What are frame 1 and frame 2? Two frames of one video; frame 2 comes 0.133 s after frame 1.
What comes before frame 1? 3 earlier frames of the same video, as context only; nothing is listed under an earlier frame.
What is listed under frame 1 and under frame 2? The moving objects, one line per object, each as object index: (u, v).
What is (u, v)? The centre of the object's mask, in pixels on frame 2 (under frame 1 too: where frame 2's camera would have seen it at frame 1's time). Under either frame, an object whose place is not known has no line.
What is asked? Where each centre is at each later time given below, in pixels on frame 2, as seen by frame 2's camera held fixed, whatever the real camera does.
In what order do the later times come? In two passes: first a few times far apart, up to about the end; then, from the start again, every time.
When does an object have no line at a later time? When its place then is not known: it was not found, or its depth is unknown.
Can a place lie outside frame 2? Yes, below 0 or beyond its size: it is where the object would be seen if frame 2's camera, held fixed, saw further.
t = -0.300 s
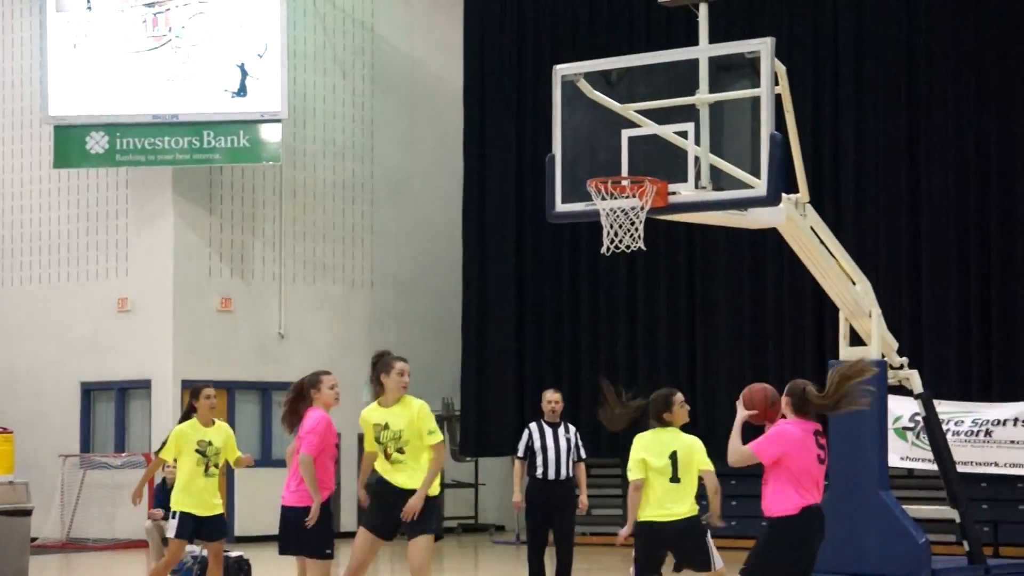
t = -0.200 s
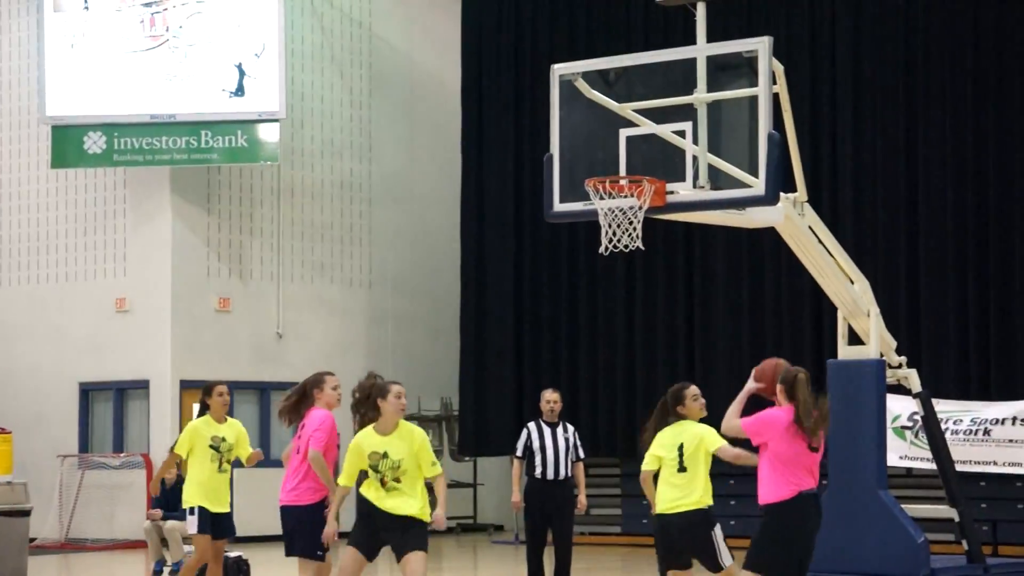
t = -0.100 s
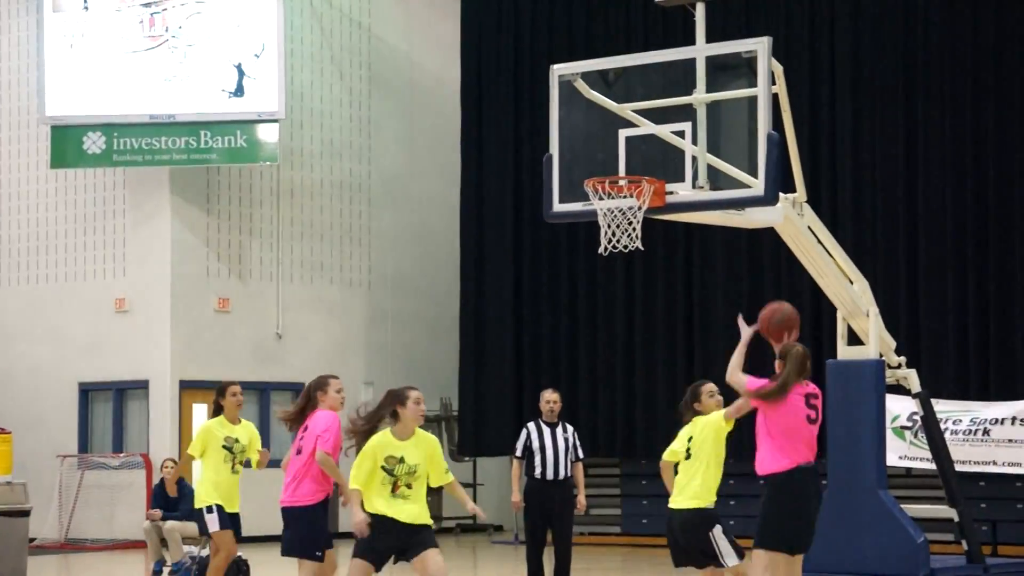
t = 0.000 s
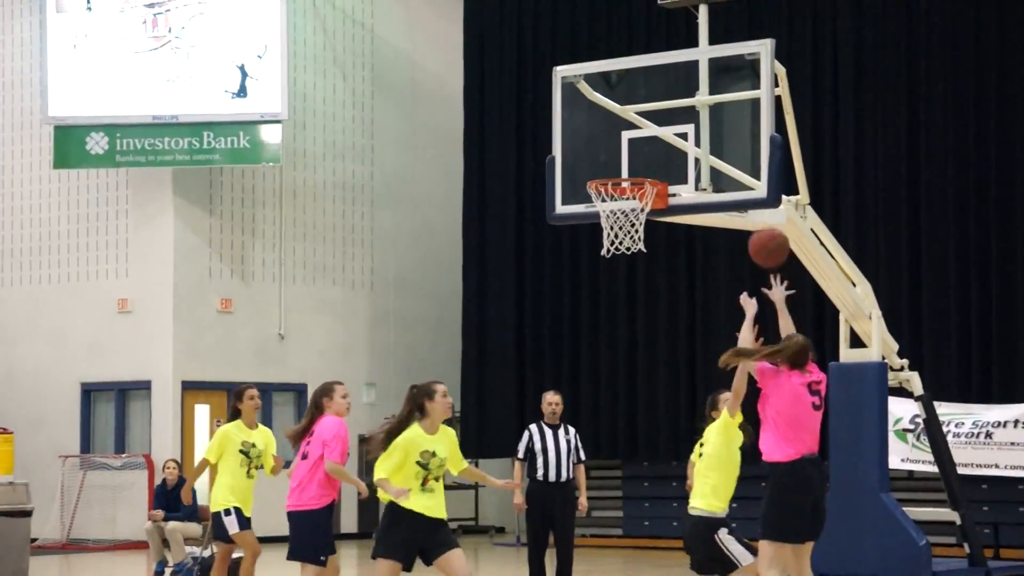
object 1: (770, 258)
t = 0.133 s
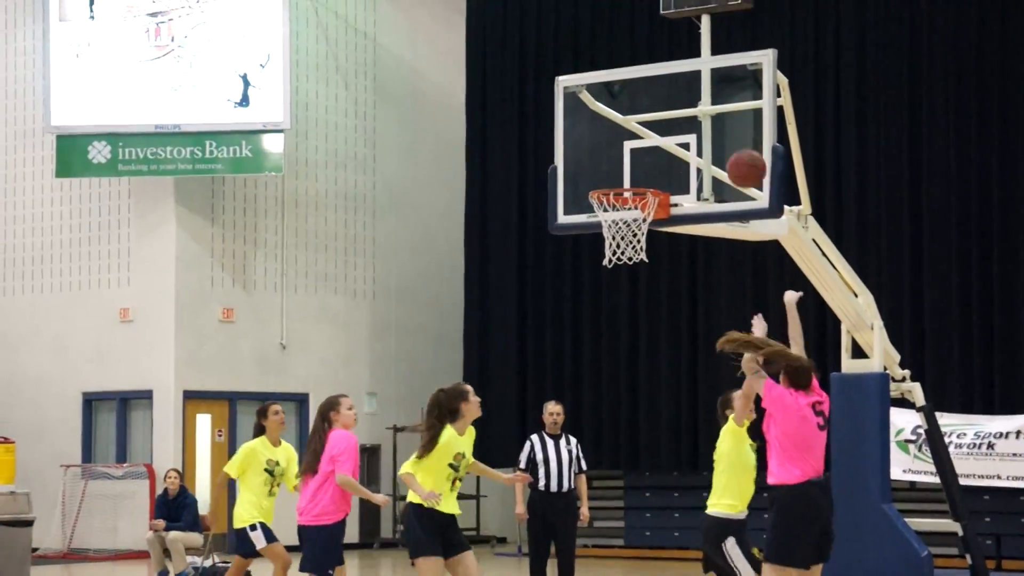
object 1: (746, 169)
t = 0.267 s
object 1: (723, 112)
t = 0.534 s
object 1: (680, 90)
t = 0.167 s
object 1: (740, 152)
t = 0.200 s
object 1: (734, 137)
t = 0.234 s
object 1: (729, 125)
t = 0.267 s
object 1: (723, 112)
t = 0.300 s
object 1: (718, 103)
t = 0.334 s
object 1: (711, 97)
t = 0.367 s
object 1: (706, 91)
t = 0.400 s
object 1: (701, 86)
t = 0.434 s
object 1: (695, 85)
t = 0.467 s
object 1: (689, 84)
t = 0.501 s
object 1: (685, 86)
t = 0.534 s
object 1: (680, 90)
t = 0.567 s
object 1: (675, 94)
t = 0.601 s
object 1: (670, 101)
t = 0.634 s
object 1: (665, 108)
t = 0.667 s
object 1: (660, 117)
